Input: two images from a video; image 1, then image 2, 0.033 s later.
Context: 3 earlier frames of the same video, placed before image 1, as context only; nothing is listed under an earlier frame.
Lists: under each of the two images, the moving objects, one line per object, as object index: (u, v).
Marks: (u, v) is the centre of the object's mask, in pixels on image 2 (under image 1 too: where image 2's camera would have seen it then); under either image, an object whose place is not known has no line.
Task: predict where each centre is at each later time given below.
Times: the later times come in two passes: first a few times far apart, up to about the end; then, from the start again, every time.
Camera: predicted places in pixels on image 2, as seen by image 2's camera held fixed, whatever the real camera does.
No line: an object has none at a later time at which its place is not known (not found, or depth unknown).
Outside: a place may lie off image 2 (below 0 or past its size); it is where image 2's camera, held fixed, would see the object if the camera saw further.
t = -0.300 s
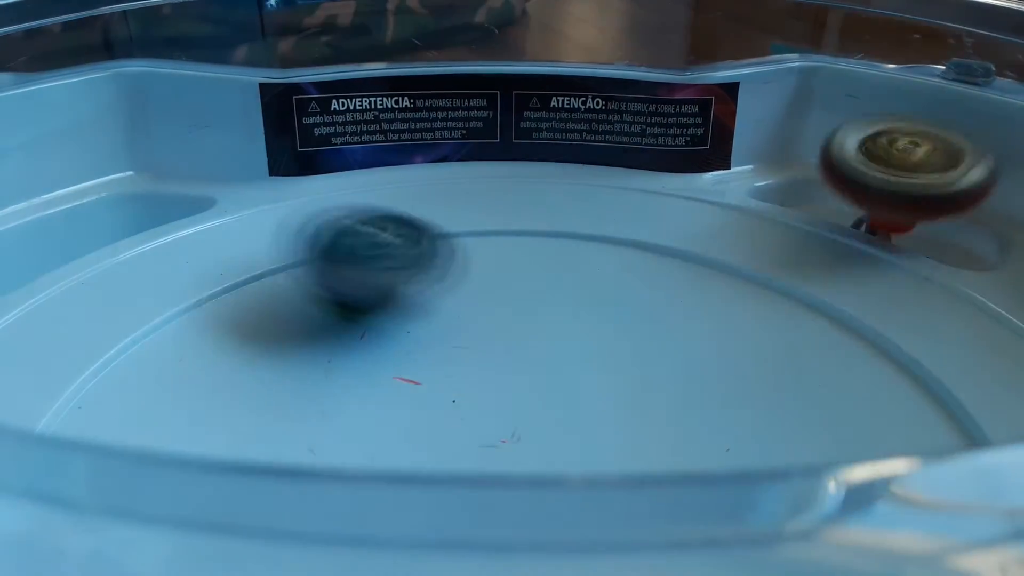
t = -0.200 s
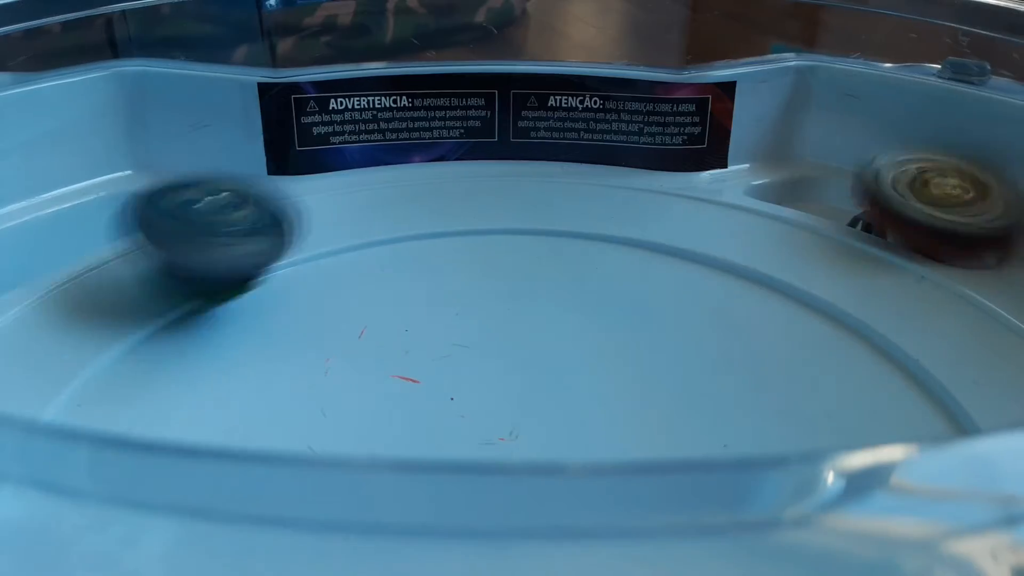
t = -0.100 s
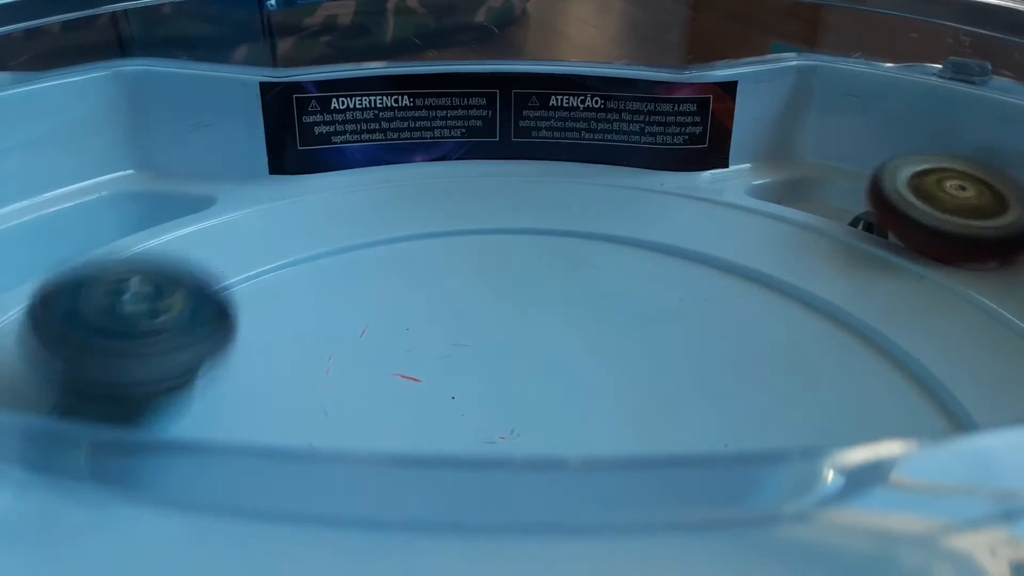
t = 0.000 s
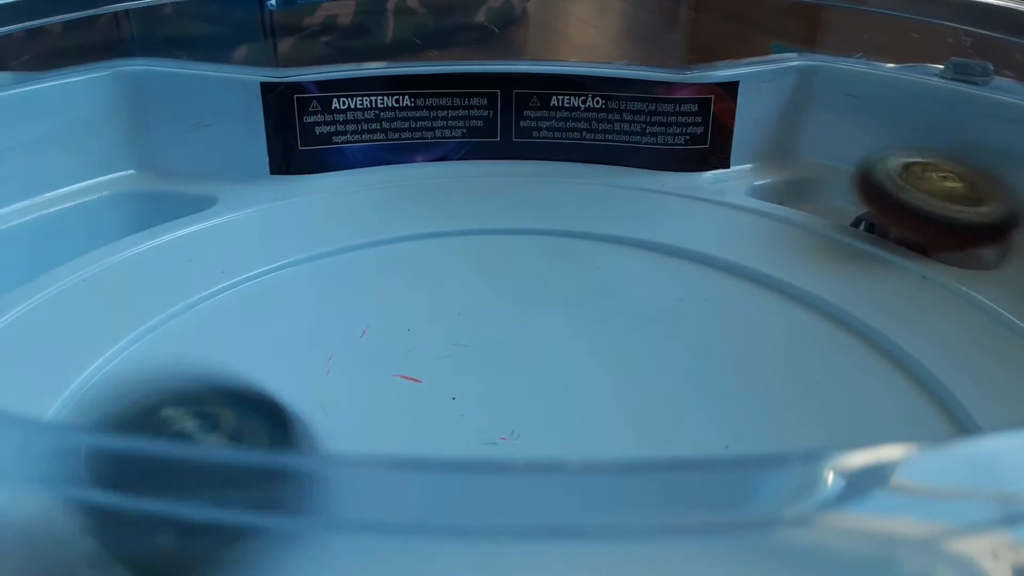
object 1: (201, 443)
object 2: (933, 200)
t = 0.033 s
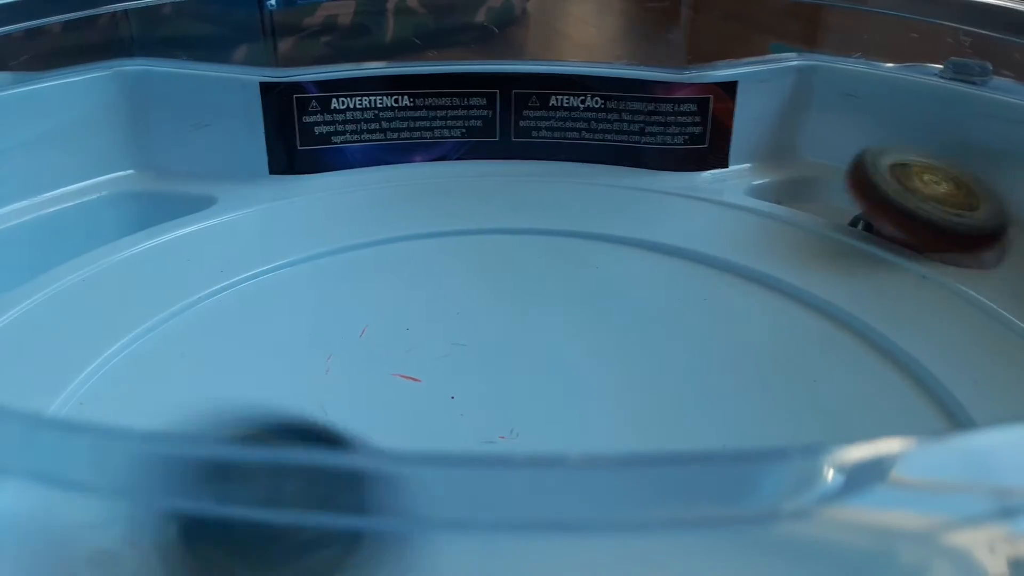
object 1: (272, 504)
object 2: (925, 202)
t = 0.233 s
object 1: (833, 400)
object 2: (940, 218)
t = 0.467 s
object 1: (690, 164)
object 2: (938, 189)
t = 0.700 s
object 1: (316, 238)
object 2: (923, 173)
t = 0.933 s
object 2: (927, 198)
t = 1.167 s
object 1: (944, 394)
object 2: (947, 213)
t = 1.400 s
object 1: (604, 215)
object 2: (942, 216)
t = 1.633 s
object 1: (113, 315)
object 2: (941, 217)
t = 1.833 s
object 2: (941, 217)
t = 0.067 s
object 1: (385, 525)
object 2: (938, 205)
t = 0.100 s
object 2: (952, 211)
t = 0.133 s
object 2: (946, 202)
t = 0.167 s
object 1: (712, 502)
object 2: (940, 206)
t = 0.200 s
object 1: (760, 438)
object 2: (943, 213)
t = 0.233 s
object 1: (833, 400)
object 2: (940, 218)
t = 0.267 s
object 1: (863, 376)
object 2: (942, 201)
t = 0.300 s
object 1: (867, 326)
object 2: (934, 203)
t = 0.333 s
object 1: (859, 279)
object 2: (939, 195)
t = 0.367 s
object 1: (824, 239)
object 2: (928, 181)
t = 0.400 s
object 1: (783, 214)
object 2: (931, 177)
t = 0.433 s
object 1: (733, 188)
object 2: (933, 188)
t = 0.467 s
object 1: (690, 164)
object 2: (938, 189)
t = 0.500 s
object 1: (648, 147)
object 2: (948, 206)
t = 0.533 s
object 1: (596, 151)
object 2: (951, 205)
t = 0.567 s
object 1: (540, 157)
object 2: (959, 184)
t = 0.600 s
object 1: (485, 170)
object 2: (963, 185)
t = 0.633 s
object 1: (429, 181)
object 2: (939, 192)
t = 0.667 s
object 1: (376, 208)
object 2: (933, 177)
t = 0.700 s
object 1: (316, 238)
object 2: (923, 173)
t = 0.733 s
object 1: (256, 274)
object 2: (907, 189)
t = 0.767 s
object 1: (184, 331)
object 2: (908, 194)
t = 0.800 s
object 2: (912, 198)
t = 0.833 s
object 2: (927, 204)
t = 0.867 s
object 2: (930, 198)
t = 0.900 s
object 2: (925, 199)
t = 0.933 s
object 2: (927, 198)
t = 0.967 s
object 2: (933, 192)
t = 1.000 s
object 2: (919, 198)
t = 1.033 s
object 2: (909, 197)
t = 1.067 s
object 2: (925, 187)
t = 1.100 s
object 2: (945, 190)
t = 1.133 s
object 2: (948, 206)
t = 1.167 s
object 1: (944, 394)
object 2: (947, 213)
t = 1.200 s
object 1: (939, 366)
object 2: (946, 214)
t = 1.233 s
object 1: (916, 338)
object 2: (944, 213)
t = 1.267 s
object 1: (864, 297)
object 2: (946, 212)
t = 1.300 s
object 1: (804, 267)
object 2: (946, 214)
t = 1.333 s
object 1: (737, 243)
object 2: (944, 215)
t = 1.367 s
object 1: (666, 224)
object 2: (944, 216)
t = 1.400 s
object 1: (604, 215)
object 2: (942, 216)
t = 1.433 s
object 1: (534, 208)
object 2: (942, 217)
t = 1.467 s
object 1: (461, 210)
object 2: (942, 217)
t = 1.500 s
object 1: (393, 212)
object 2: (942, 217)
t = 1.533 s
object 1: (321, 222)
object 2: (941, 217)
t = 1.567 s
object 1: (247, 236)
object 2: (941, 217)
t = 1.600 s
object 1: (176, 270)
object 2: (941, 217)
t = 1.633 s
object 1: (113, 315)
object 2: (941, 217)
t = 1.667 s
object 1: (82, 350)
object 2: (941, 217)
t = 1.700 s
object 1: (73, 379)
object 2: (941, 217)
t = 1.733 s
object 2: (941, 217)
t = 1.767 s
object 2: (941, 217)
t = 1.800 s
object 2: (941, 217)
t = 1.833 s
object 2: (941, 217)
